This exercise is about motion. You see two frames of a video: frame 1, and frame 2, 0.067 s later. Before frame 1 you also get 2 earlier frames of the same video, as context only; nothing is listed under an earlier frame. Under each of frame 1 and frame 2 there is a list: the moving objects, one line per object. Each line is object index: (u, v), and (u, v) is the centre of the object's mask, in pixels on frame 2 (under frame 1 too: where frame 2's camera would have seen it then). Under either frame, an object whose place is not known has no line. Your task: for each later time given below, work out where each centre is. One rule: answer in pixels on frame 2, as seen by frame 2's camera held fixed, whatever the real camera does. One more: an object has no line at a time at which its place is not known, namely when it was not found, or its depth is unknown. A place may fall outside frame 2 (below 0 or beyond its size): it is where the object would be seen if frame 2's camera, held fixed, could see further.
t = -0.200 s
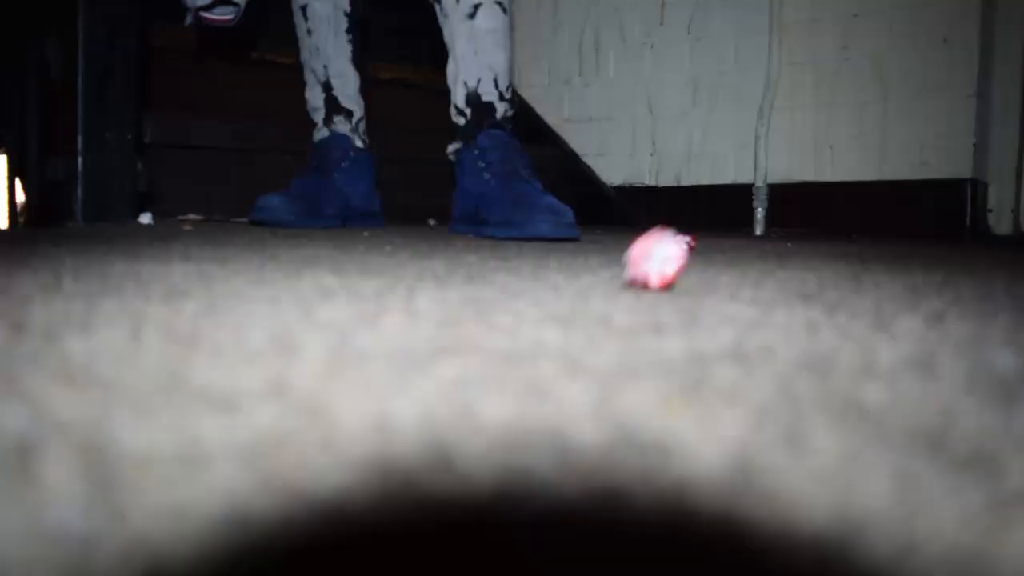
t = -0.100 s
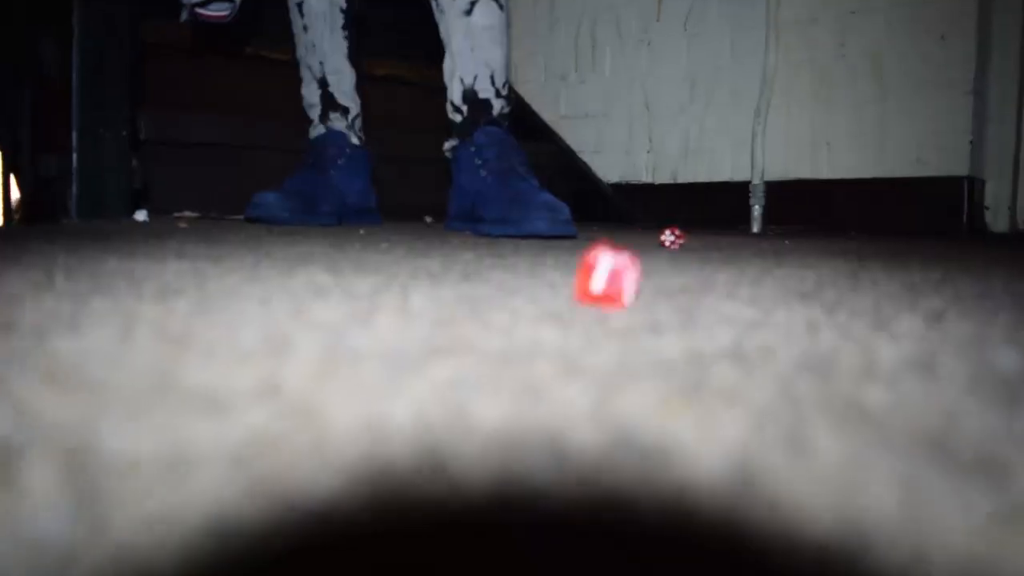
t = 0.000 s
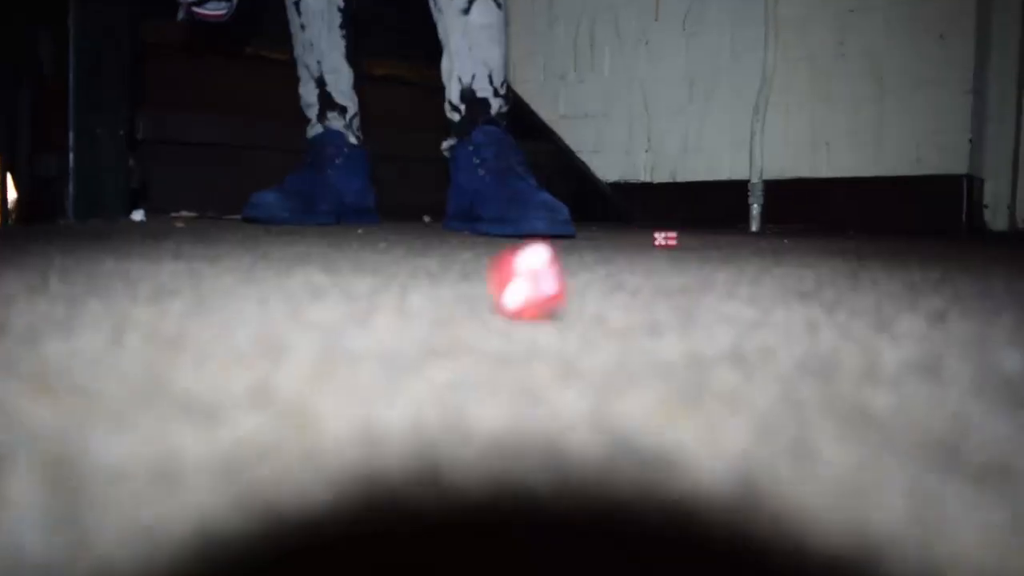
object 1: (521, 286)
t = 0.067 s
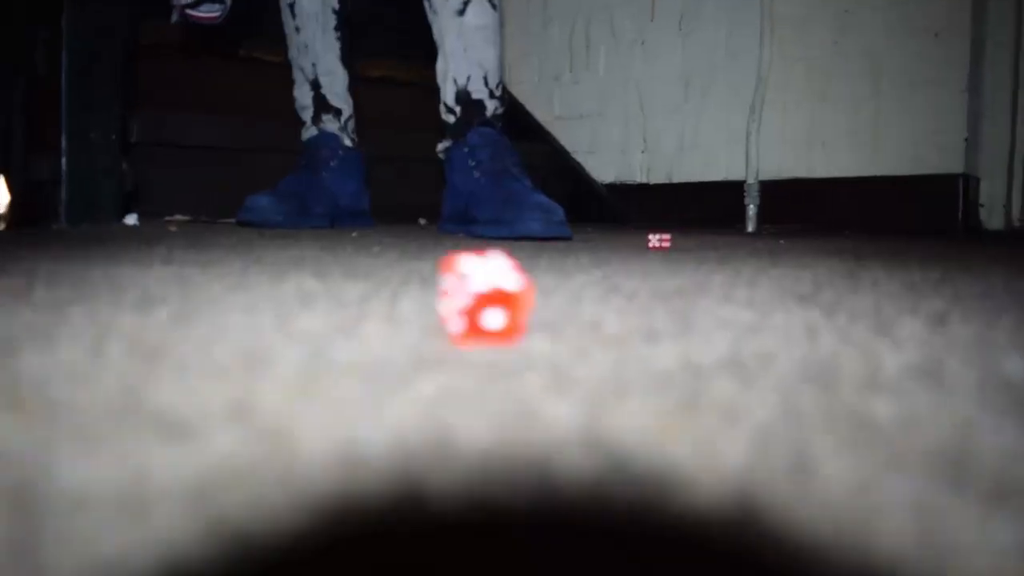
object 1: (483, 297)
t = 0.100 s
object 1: (464, 295)
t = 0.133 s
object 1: (450, 309)
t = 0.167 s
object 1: (447, 313)
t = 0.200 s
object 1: (455, 319)
